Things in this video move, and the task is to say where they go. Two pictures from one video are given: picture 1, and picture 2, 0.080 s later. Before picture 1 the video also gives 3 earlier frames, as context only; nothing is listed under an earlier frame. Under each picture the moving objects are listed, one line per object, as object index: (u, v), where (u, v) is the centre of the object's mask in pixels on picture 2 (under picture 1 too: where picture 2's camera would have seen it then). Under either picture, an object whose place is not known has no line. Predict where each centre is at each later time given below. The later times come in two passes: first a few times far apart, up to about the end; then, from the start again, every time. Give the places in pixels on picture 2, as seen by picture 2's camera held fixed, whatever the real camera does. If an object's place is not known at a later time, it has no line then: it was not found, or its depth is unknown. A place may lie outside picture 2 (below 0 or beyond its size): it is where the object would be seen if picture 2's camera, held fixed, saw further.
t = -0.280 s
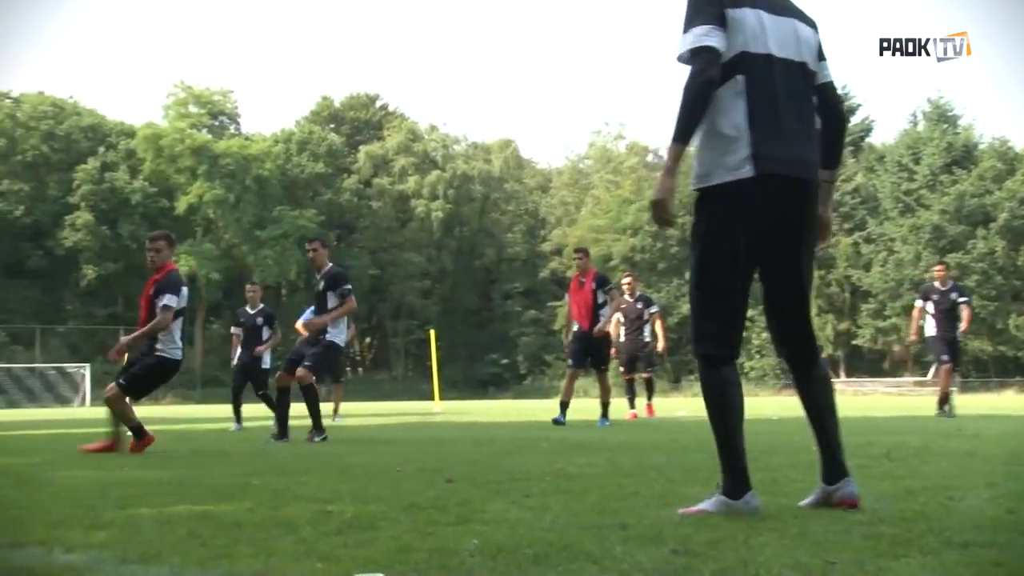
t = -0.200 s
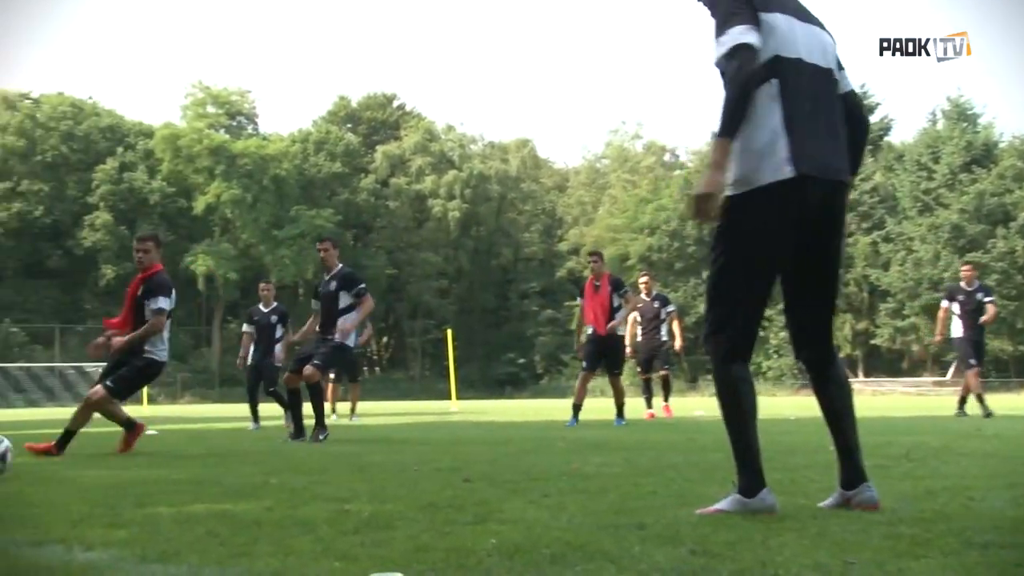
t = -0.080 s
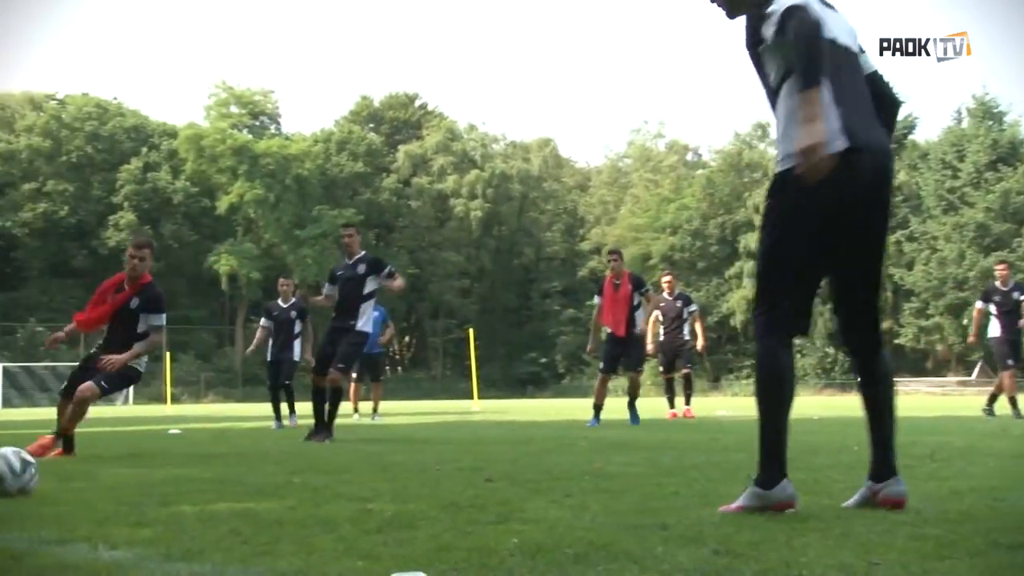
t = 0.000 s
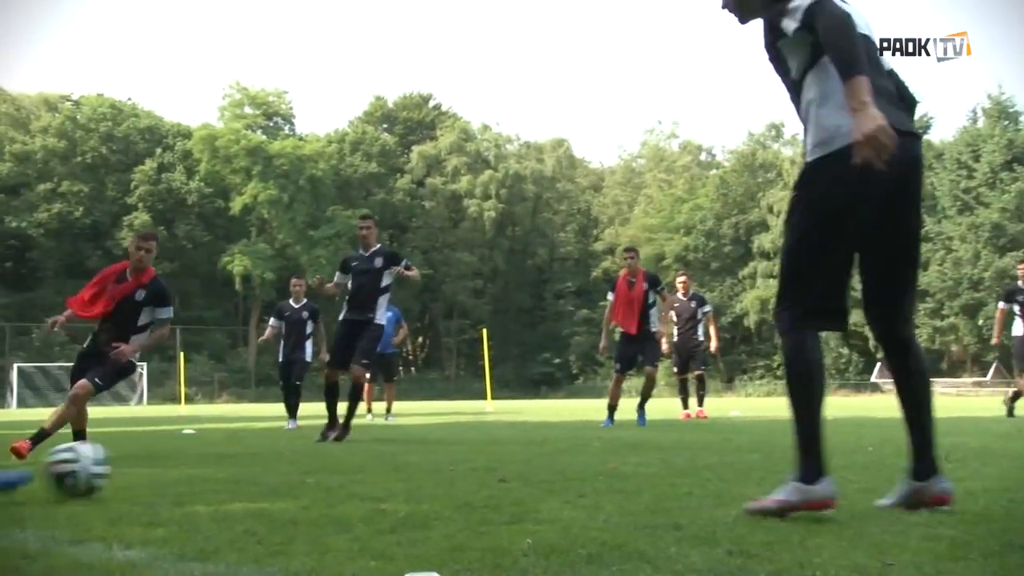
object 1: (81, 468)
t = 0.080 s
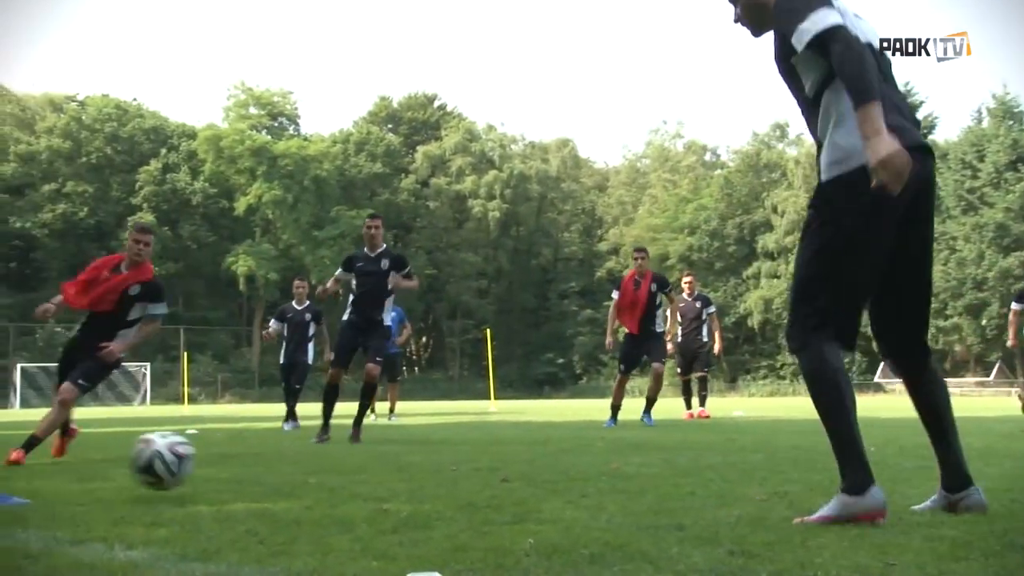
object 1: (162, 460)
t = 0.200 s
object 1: (288, 472)
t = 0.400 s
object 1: (475, 471)
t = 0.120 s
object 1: (204, 460)
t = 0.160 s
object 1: (246, 466)
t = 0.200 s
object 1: (288, 472)
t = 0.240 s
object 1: (326, 468)
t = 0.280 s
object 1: (363, 466)
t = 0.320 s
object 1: (401, 468)
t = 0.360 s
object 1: (440, 472)
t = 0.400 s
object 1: (475, 471)
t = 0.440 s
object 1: (505, 469)
